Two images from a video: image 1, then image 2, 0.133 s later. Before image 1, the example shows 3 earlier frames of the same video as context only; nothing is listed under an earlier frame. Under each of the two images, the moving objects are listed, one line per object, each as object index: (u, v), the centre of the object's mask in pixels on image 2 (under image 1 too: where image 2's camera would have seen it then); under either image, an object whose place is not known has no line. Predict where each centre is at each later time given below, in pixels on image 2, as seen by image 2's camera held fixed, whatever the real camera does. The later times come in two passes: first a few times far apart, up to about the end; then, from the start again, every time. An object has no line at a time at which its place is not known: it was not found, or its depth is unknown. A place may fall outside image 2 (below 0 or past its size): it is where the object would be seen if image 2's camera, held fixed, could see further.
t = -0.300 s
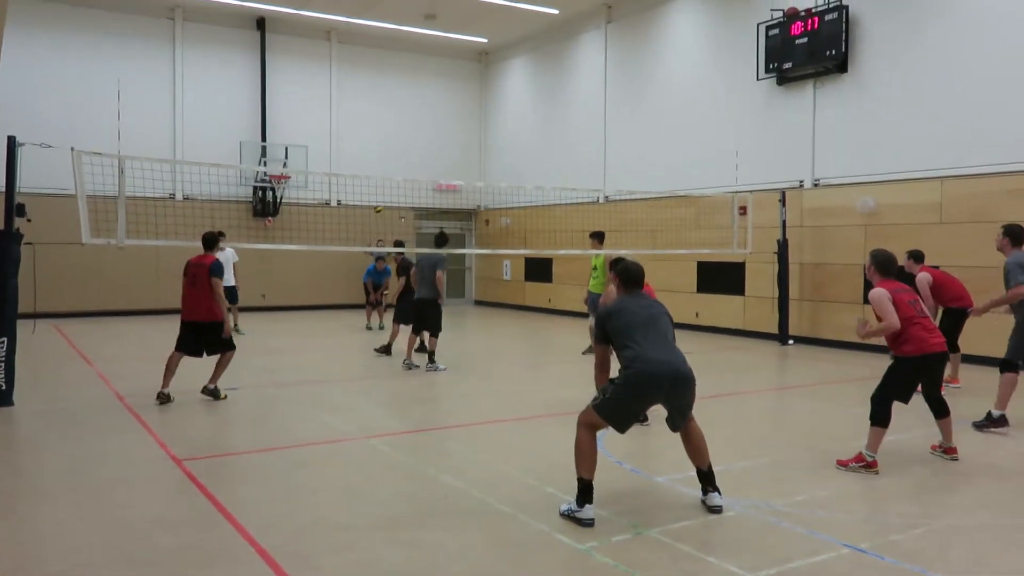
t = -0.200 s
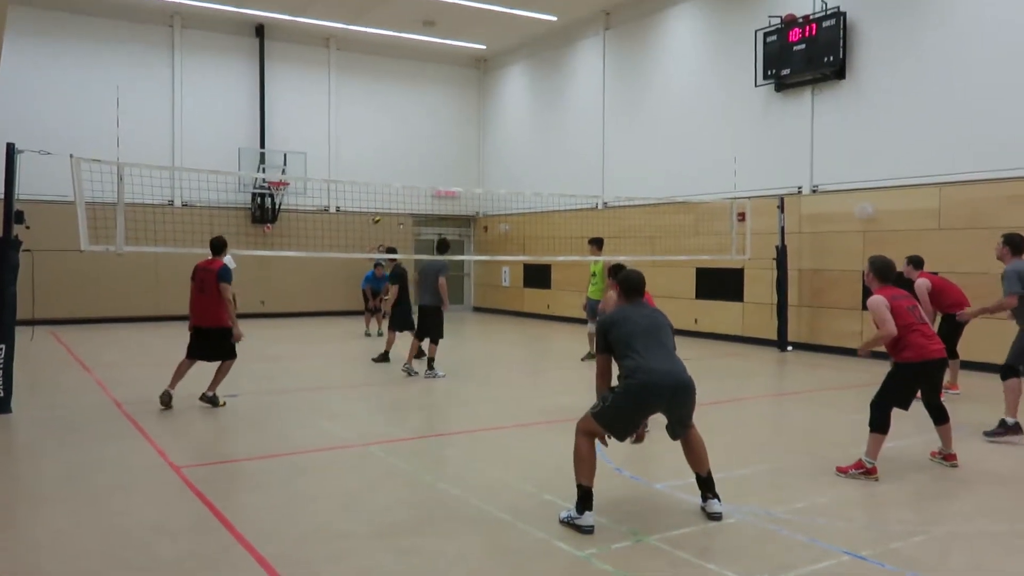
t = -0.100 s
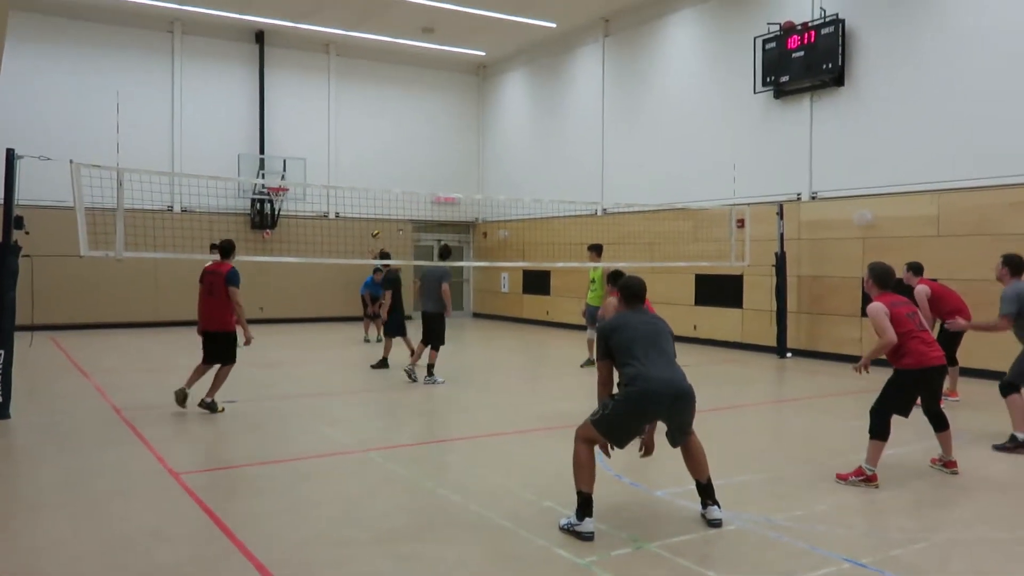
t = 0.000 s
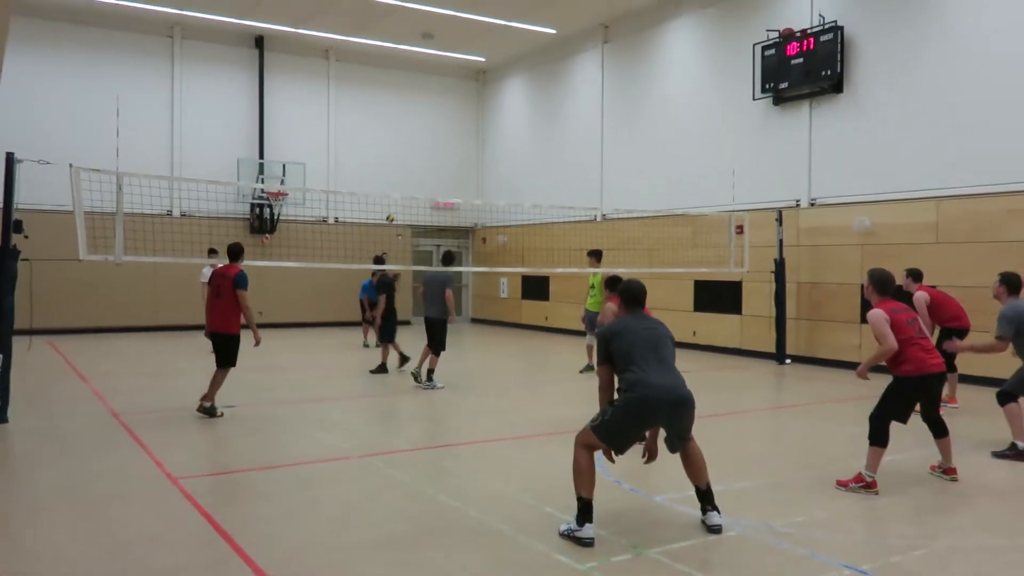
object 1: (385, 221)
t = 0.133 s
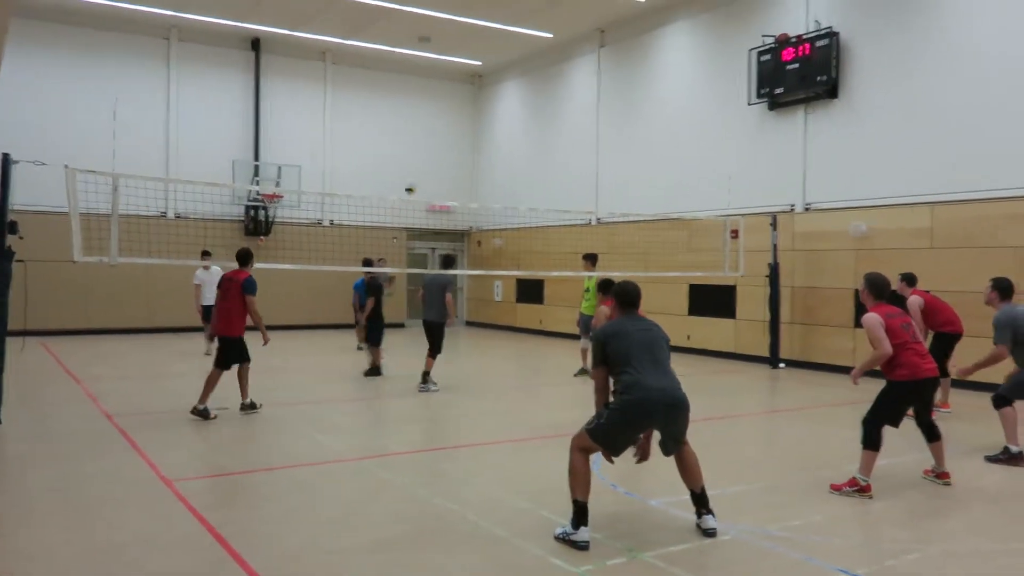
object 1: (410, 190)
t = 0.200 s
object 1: (424, 175)
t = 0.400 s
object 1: (477, 133)
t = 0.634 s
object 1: (557, 100)
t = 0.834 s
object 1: (651, 99)
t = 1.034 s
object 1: (785, 145)
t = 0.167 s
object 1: (417, 182)
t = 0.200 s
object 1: (424, 175)
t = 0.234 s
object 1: (433, 167)
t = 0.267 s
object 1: (440, 159)
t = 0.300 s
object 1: (449, 152)
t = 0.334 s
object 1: (458, 145)
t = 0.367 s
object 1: (468, 139)
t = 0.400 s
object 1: (477, 133)
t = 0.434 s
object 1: (487, 128)
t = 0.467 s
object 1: (497, 122)
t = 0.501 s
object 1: (508, 117)
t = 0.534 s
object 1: (520, 112)
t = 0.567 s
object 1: (532, 108)
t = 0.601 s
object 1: (544, 104)
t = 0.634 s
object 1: (557, 100)
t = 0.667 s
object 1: (570, 98)
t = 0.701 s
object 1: (584, 96)
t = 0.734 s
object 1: (600, 96)
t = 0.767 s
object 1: (616, 96)
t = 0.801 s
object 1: (633, 97)
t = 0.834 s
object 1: (651, 99)
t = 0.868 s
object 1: (670, 103)
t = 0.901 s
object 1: (690, 107)
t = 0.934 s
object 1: (712, 115)
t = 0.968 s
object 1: (735, 123)
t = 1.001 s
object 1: (760, 132)
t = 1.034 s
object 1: (785, 145)
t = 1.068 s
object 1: (814, 159)
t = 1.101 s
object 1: (845, 176)
